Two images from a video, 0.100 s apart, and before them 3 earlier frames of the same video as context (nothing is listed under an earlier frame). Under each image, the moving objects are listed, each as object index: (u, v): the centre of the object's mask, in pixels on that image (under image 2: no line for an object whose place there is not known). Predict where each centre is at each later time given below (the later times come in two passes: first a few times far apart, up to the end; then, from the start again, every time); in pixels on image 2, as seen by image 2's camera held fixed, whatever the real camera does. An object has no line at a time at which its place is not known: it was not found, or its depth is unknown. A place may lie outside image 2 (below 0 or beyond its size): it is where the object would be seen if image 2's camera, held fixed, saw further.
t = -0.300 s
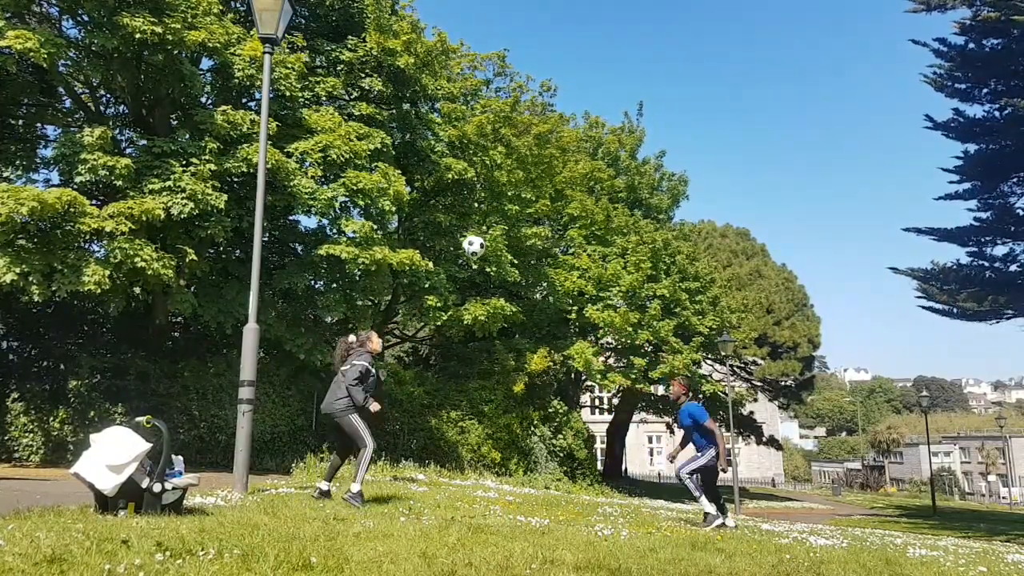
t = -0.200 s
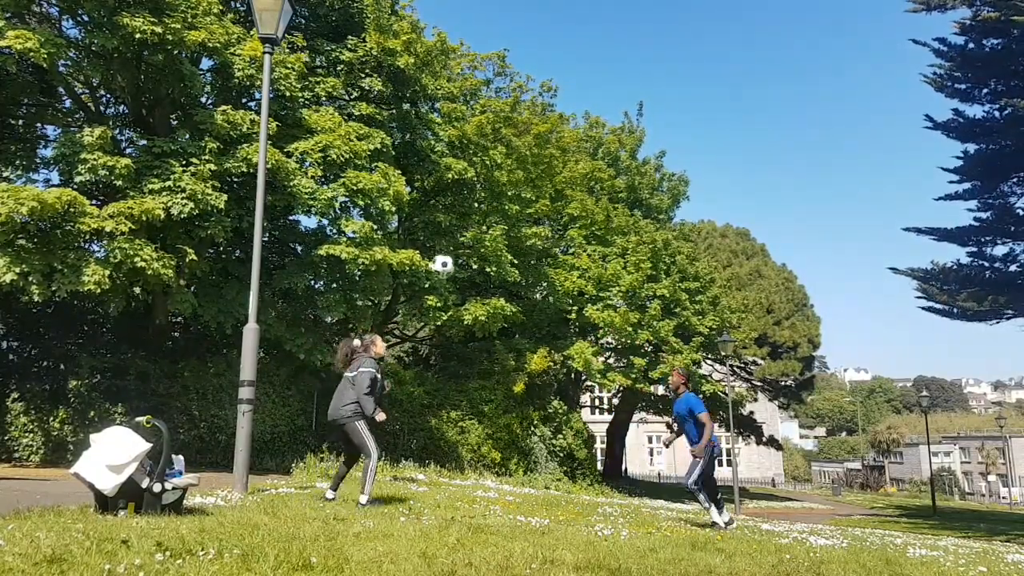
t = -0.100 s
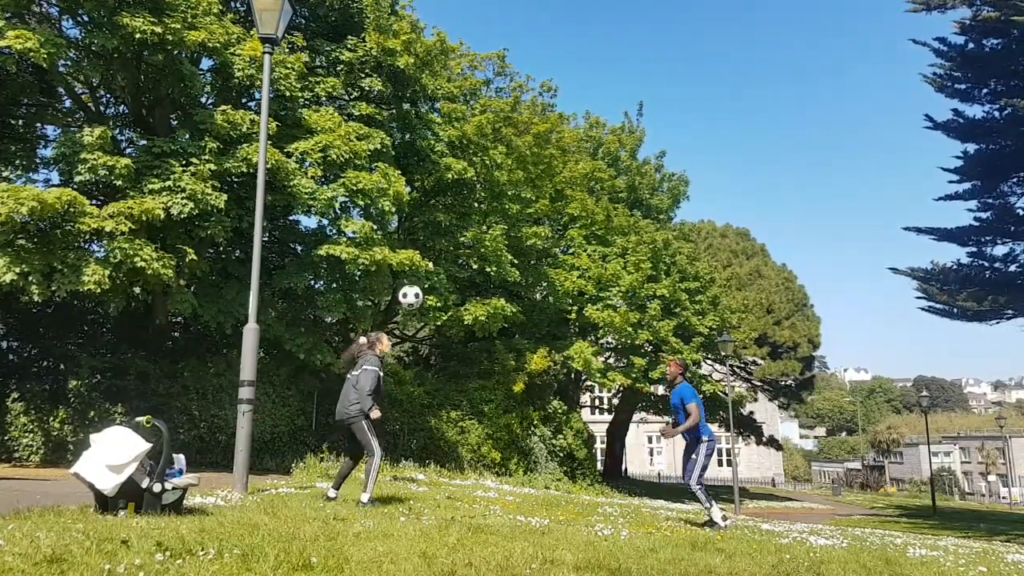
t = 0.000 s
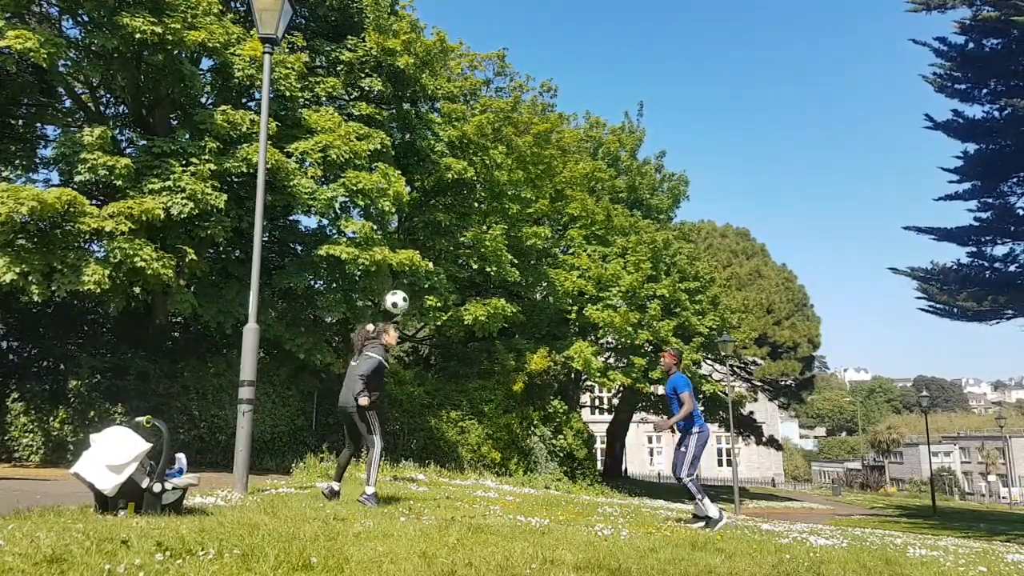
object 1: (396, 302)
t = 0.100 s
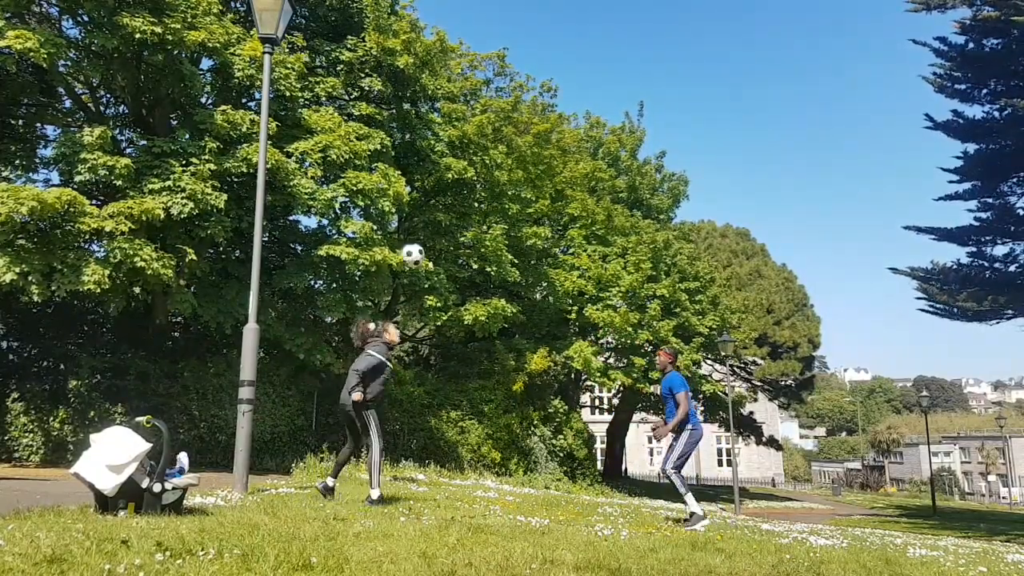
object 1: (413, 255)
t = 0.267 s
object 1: (438, 200)
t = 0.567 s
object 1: (484, 168)
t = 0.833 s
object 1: (525, 219)
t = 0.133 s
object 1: (418, 242)
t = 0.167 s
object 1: (423, 230)
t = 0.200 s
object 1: (428, 218)
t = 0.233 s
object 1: (433, 209)
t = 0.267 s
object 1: (438, 200)
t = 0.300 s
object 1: (443, 192)
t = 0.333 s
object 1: (448, 185)
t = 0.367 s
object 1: (453, 180)
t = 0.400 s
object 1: (458, 176)
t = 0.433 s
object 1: (463, 172)
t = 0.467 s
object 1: (468, 170)
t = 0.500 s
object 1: (473, 169)
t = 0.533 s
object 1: (478, 168)
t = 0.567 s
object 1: (484, 168)
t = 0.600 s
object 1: (488, 171)
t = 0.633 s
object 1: (493, 175)
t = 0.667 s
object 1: (498, 179)
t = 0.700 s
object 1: (504, 184)
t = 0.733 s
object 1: (509, 191)
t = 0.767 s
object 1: (514, 200)
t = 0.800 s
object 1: (520, 209)
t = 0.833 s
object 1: (525, 219)
